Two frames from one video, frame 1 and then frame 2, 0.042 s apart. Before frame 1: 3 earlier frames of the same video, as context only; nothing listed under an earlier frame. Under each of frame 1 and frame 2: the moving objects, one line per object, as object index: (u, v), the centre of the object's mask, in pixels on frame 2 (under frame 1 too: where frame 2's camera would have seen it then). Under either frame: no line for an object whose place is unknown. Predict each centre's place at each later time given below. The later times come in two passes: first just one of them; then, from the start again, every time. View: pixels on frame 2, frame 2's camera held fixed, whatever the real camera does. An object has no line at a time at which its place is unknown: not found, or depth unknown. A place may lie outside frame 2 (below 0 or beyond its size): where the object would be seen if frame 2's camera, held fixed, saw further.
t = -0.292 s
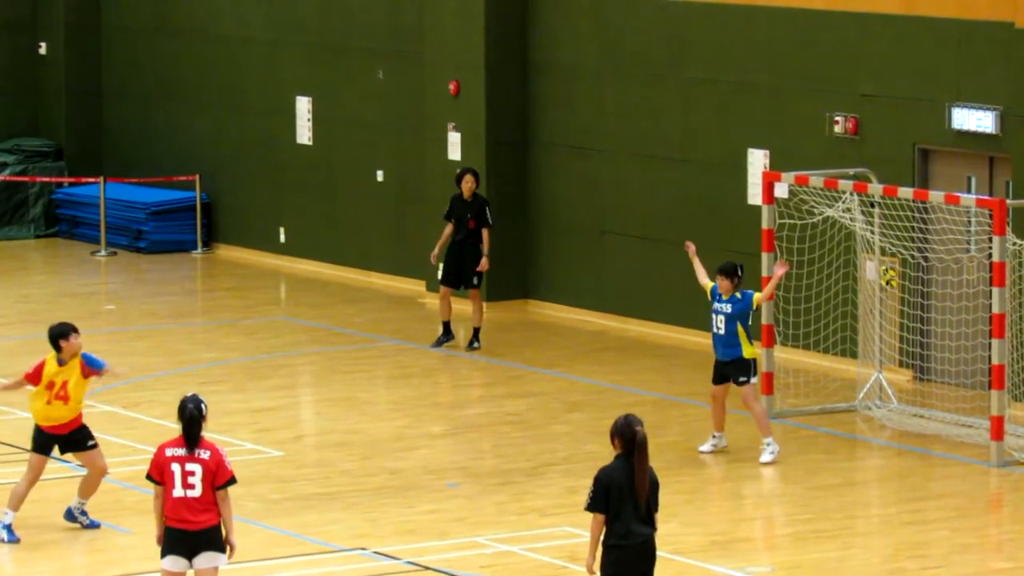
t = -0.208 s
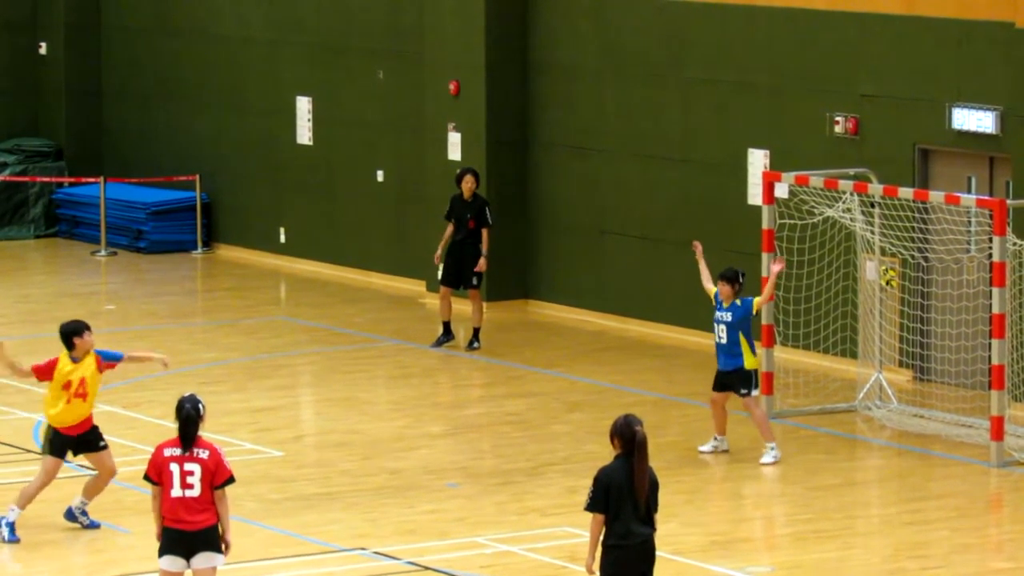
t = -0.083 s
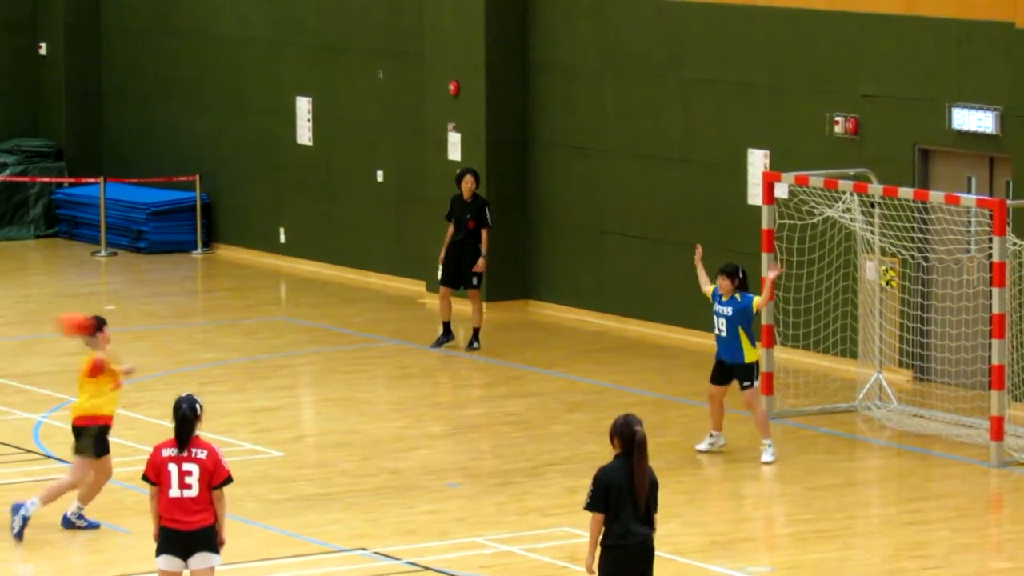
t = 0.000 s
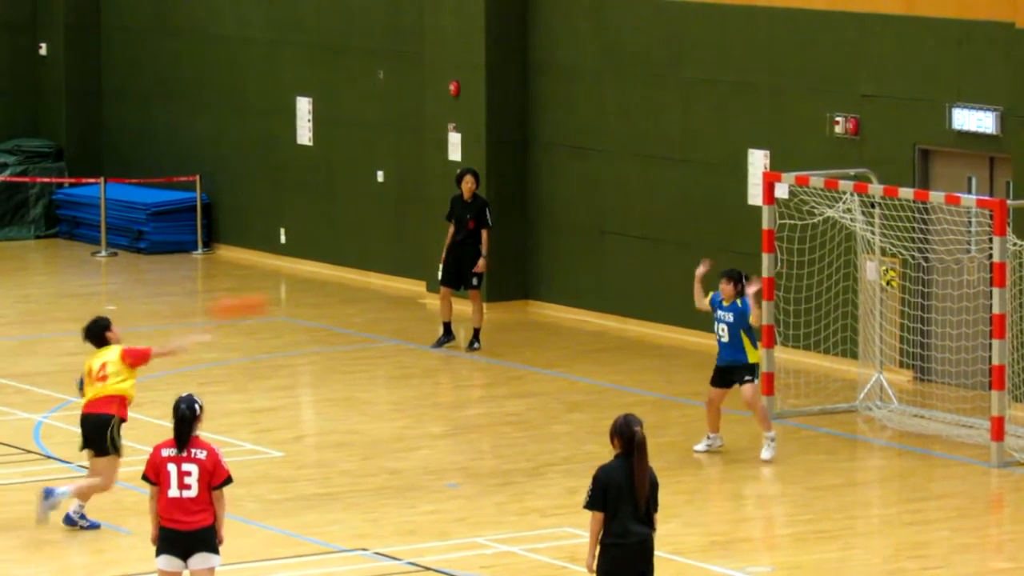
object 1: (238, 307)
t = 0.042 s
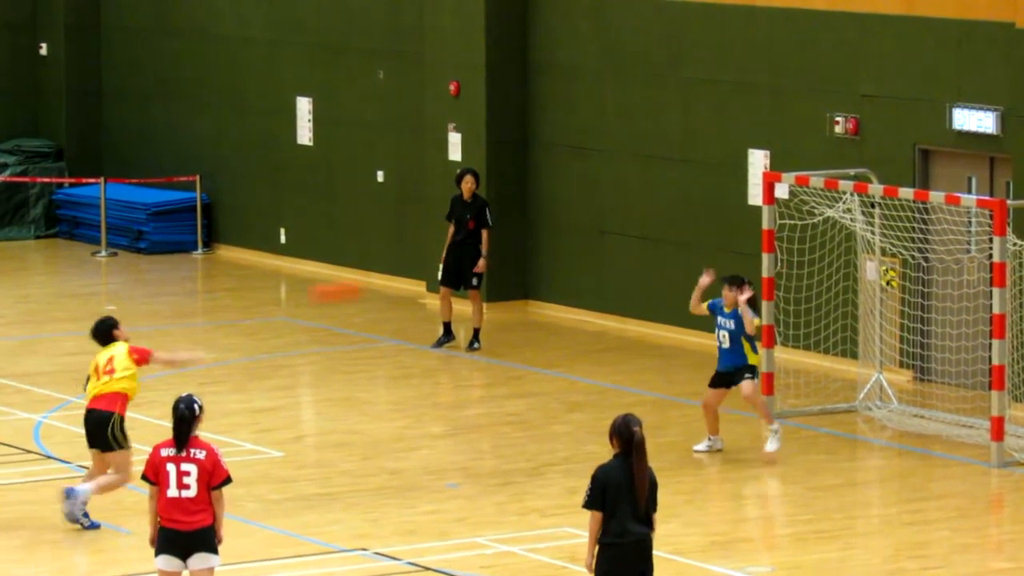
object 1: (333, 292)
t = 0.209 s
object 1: (702, 251)
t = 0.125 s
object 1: (524, 267)
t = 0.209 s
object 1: (702, 251)
